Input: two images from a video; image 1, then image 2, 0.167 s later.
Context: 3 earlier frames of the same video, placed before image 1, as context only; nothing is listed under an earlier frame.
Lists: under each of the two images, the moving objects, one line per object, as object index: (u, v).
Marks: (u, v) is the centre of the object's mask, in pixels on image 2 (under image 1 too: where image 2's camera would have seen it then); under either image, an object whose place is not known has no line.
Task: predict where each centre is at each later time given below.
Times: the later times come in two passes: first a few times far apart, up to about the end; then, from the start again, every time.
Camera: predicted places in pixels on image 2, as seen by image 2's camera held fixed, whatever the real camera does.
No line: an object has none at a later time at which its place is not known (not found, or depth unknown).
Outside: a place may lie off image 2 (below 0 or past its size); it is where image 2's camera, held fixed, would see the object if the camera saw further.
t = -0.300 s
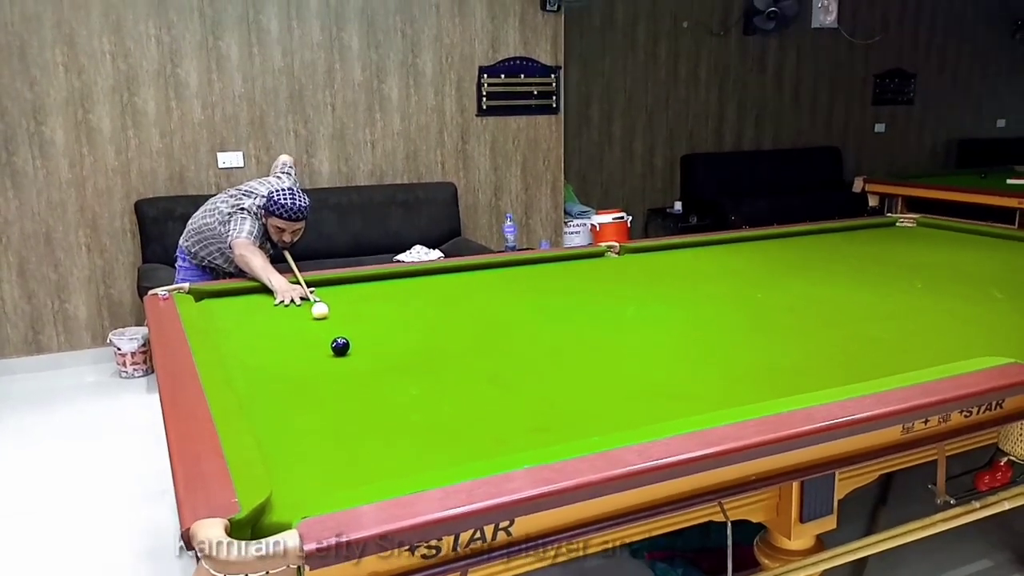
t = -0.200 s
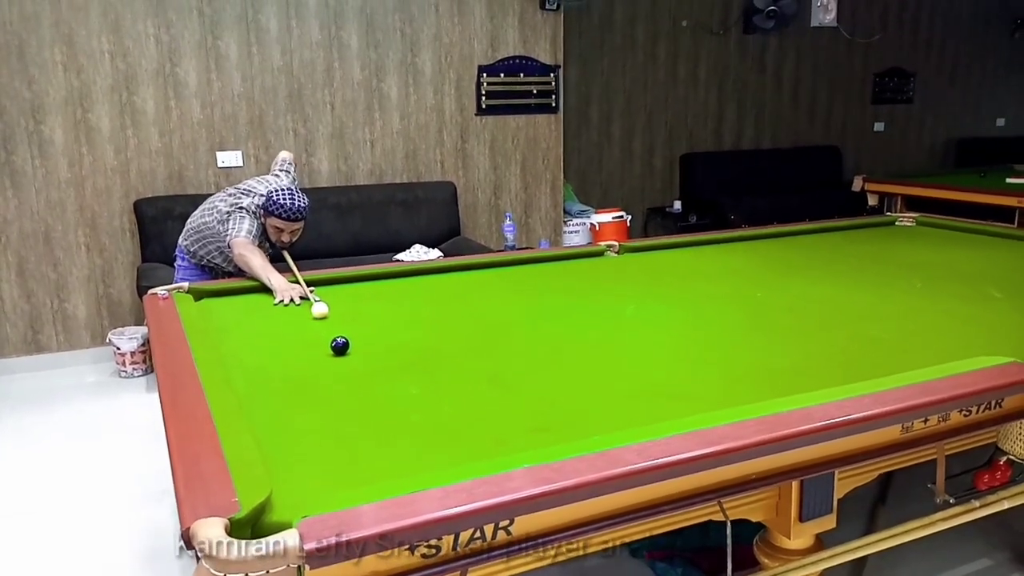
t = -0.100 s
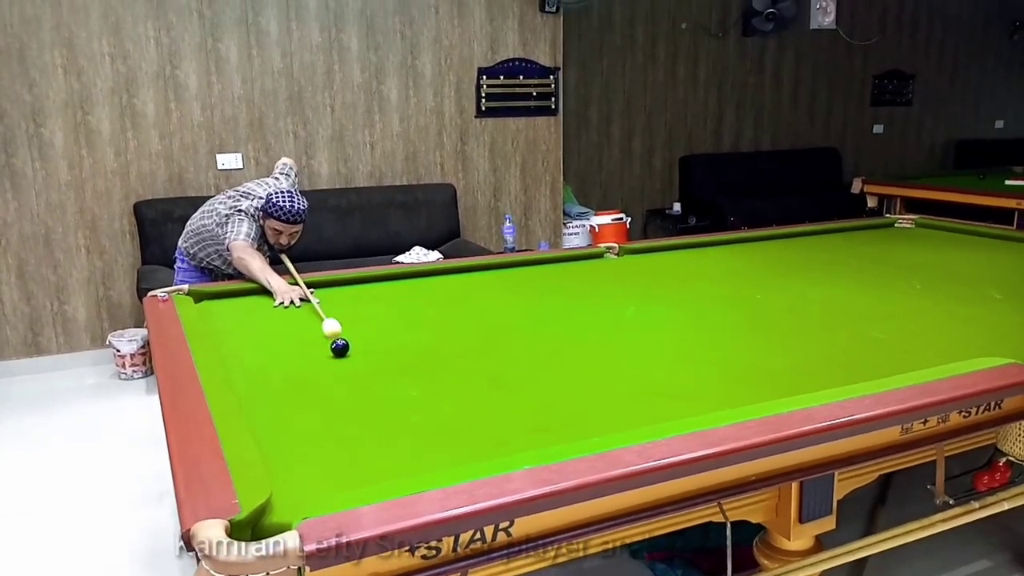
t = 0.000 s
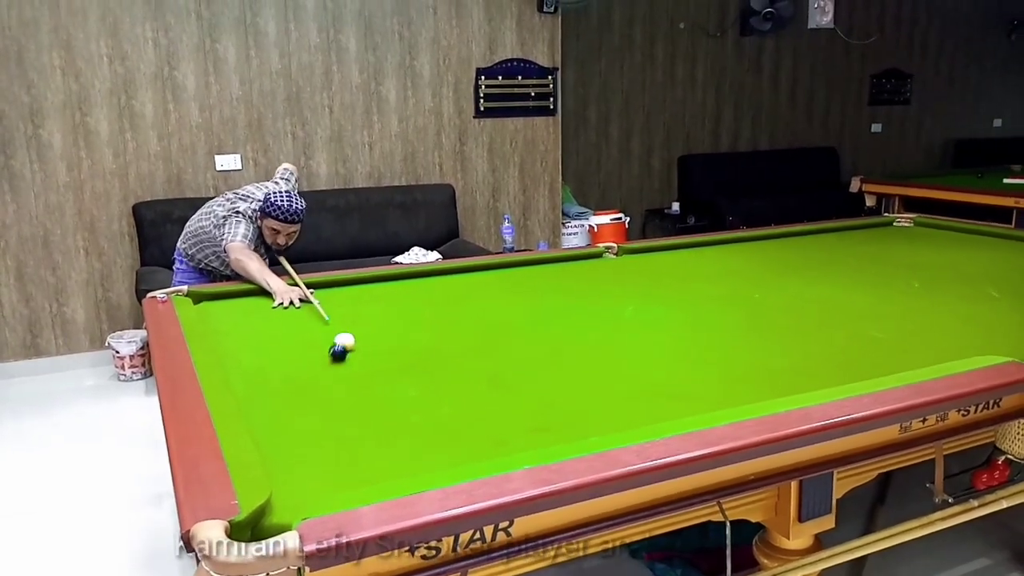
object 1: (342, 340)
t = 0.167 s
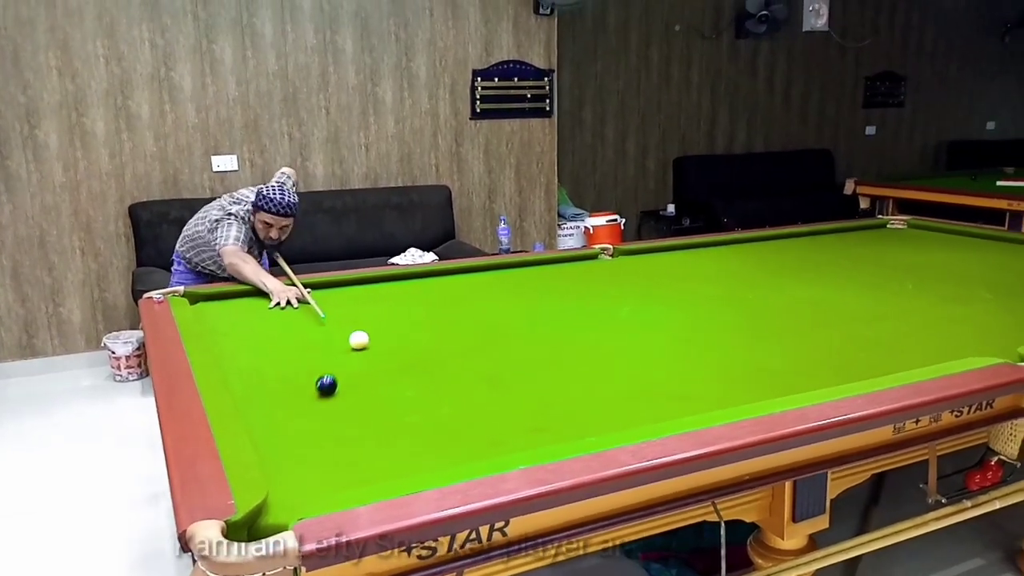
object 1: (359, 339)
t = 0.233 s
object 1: (363, 337)
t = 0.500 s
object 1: (386, 333)
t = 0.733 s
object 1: (400, 329)
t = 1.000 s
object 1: (414, 325)
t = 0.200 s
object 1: (361, 338)
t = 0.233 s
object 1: (363, 337)
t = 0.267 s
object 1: (366, 337)
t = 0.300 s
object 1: (368, 336)
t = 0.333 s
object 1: (371, 336)
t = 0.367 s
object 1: (375, 335)
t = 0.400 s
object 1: (377, 335)
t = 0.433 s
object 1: (381, 334)
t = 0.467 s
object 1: (384, 334)
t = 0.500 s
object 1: (386, 333)
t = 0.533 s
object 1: (388, 333)
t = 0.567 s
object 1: (390, 332)
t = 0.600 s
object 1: (391, 331)
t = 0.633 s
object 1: (394, 330)
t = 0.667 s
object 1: (396, 330)
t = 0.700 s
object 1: (398, 330)
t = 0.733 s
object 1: (400, 329)
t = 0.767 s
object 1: (401, 328)
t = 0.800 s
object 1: (403, 328)
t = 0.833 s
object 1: (405, 327)
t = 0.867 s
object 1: (407, 327)
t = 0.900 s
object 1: (408, 326)
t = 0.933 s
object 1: (410, 326)
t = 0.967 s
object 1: (411, 325)
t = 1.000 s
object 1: (414, 325)
